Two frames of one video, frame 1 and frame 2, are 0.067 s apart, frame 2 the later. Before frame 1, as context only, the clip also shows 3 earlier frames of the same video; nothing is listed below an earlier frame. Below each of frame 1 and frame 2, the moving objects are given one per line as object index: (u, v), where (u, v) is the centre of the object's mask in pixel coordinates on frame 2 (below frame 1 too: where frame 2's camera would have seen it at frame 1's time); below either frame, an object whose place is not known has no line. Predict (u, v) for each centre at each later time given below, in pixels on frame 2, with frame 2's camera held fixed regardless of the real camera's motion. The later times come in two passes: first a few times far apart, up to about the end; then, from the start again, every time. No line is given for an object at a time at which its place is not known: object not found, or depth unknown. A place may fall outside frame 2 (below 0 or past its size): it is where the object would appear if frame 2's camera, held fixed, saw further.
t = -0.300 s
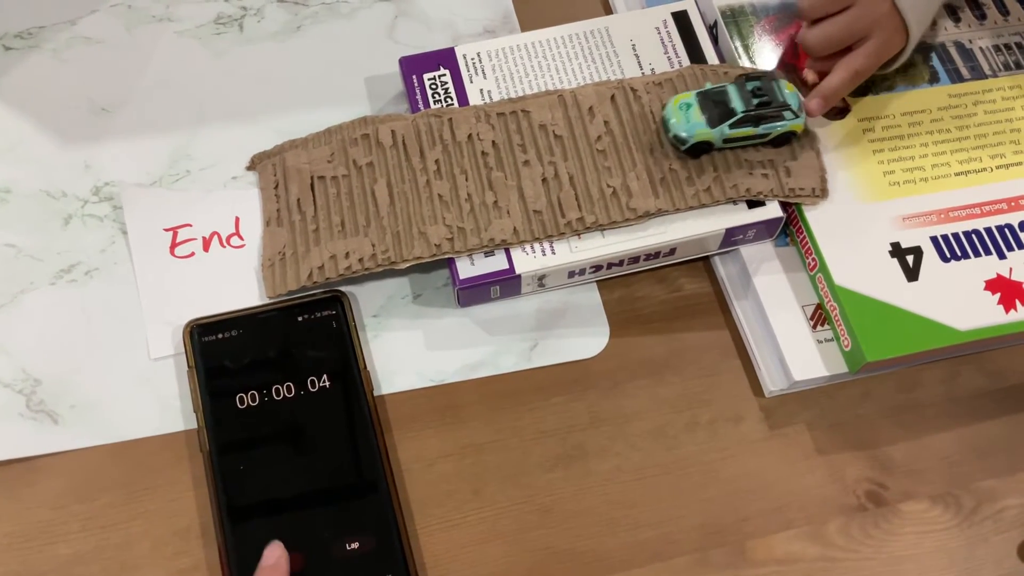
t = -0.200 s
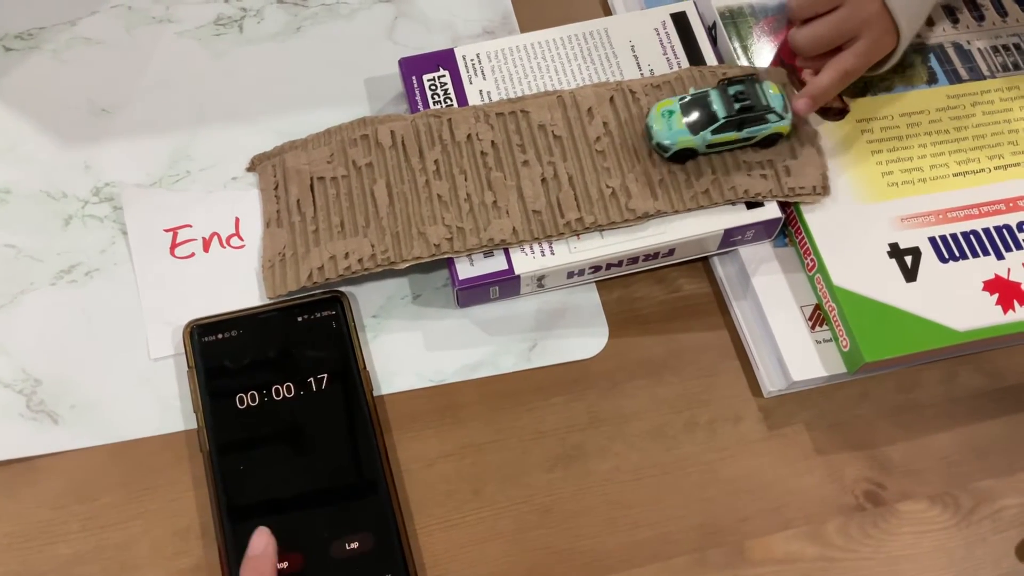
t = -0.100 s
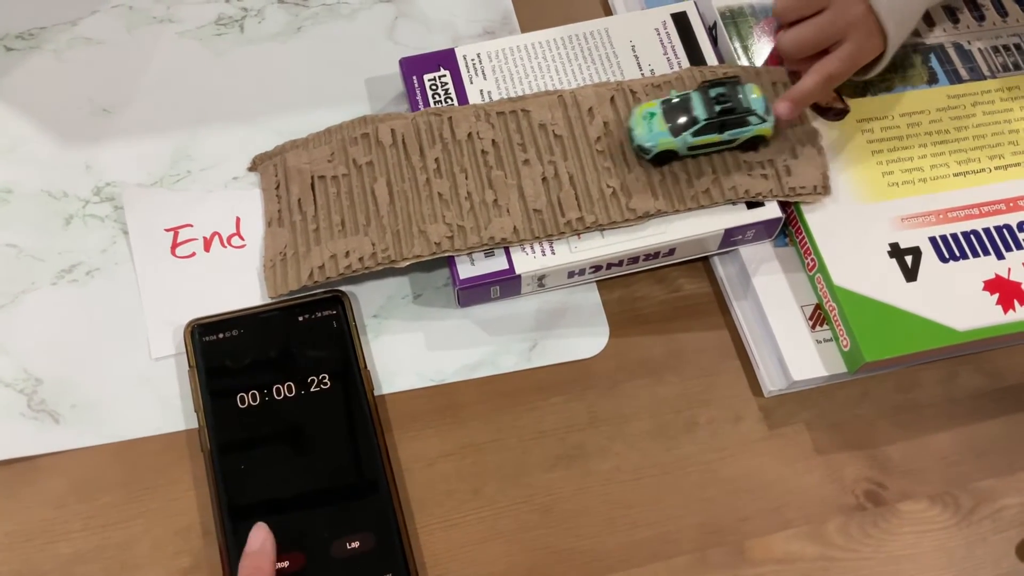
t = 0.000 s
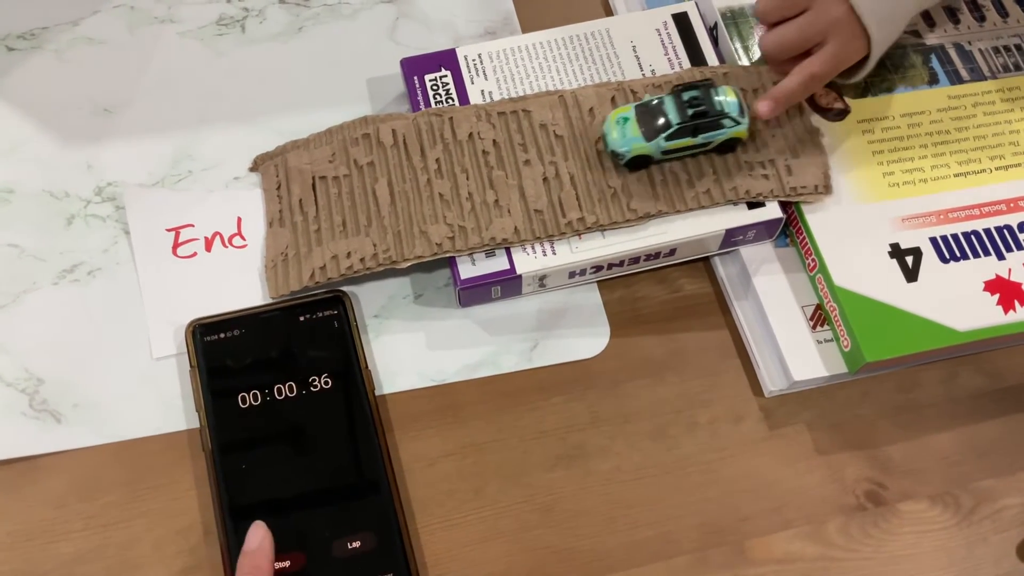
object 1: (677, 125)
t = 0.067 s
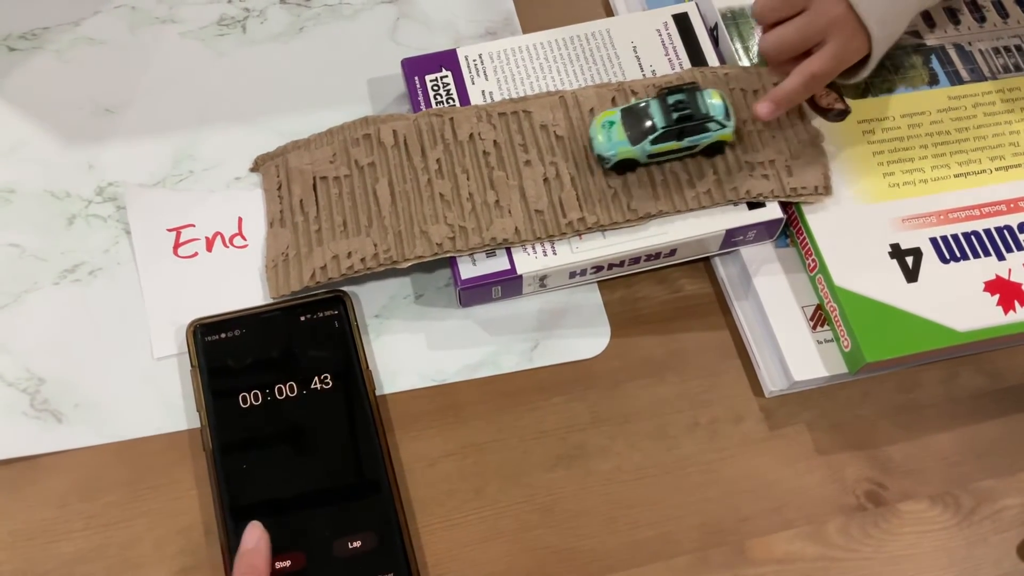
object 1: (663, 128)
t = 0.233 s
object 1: (618, 138)
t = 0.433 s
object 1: (569, 150)
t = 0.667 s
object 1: (506, 163)
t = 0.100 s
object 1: (655, 130)
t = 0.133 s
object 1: (647, 131)
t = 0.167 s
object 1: (637, 133)
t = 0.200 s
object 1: (628, 135)
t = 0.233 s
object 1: (618, 138)
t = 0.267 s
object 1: (609, 140)
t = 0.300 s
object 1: (602, 141)
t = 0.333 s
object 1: (592, 144)
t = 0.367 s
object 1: (585, 146)
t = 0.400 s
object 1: (577, 148)
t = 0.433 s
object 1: (569, 150)
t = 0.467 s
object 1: (561, 151)
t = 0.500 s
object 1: (552, 152)
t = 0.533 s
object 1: (542, 154)
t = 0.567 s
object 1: (532, 157)
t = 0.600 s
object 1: (524, 158)
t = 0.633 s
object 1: (514, 160)
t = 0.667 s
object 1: (506, 163)
